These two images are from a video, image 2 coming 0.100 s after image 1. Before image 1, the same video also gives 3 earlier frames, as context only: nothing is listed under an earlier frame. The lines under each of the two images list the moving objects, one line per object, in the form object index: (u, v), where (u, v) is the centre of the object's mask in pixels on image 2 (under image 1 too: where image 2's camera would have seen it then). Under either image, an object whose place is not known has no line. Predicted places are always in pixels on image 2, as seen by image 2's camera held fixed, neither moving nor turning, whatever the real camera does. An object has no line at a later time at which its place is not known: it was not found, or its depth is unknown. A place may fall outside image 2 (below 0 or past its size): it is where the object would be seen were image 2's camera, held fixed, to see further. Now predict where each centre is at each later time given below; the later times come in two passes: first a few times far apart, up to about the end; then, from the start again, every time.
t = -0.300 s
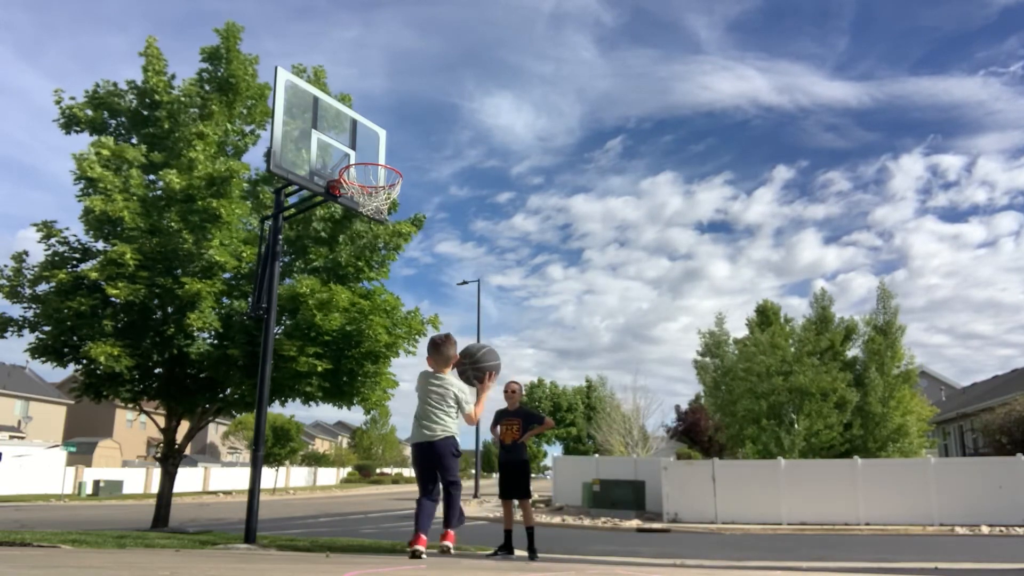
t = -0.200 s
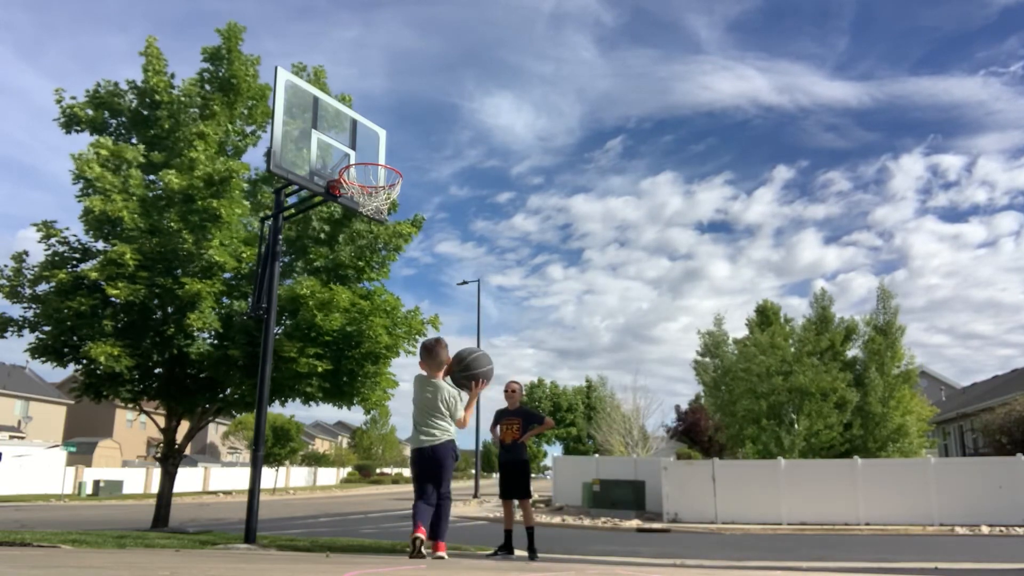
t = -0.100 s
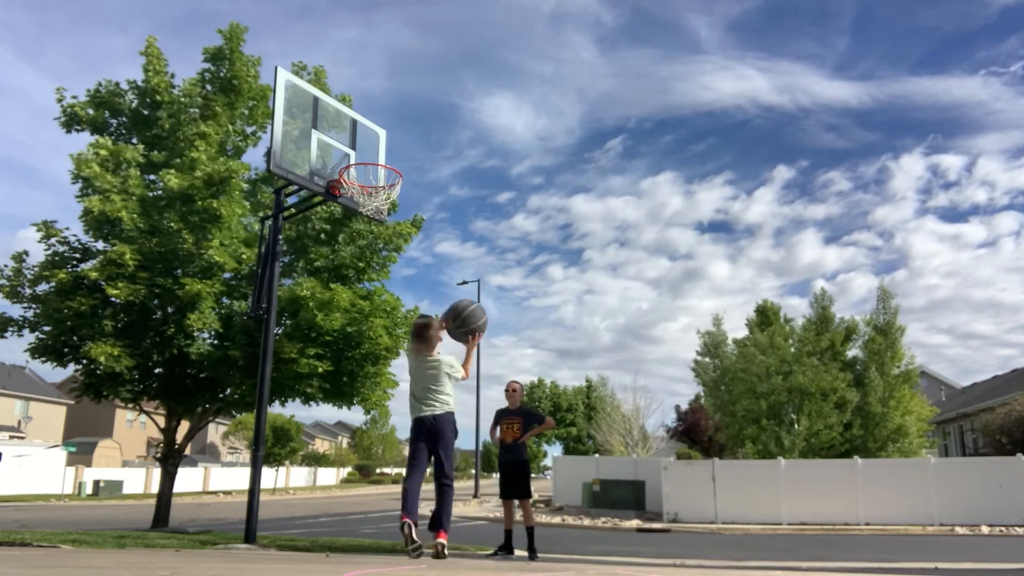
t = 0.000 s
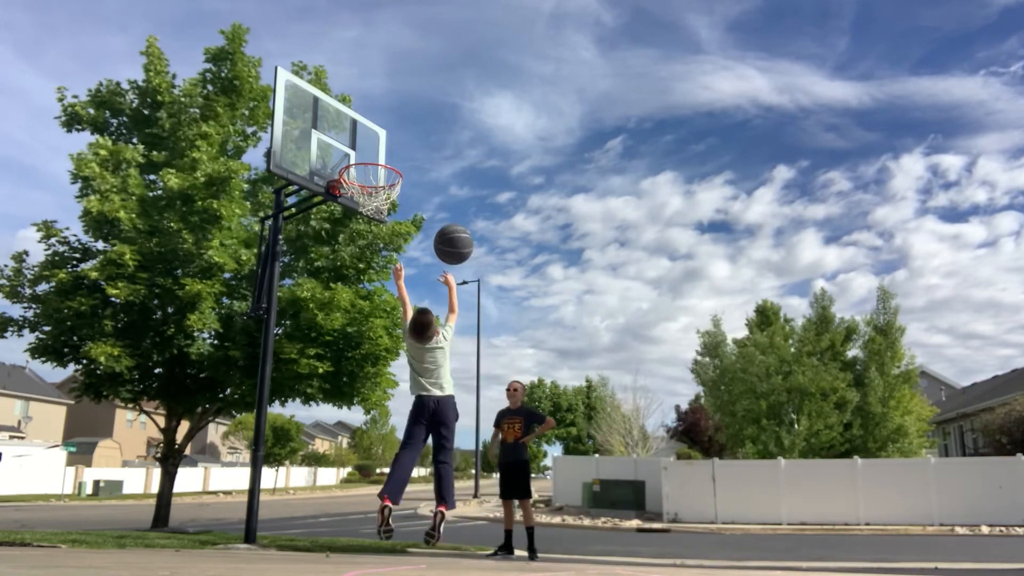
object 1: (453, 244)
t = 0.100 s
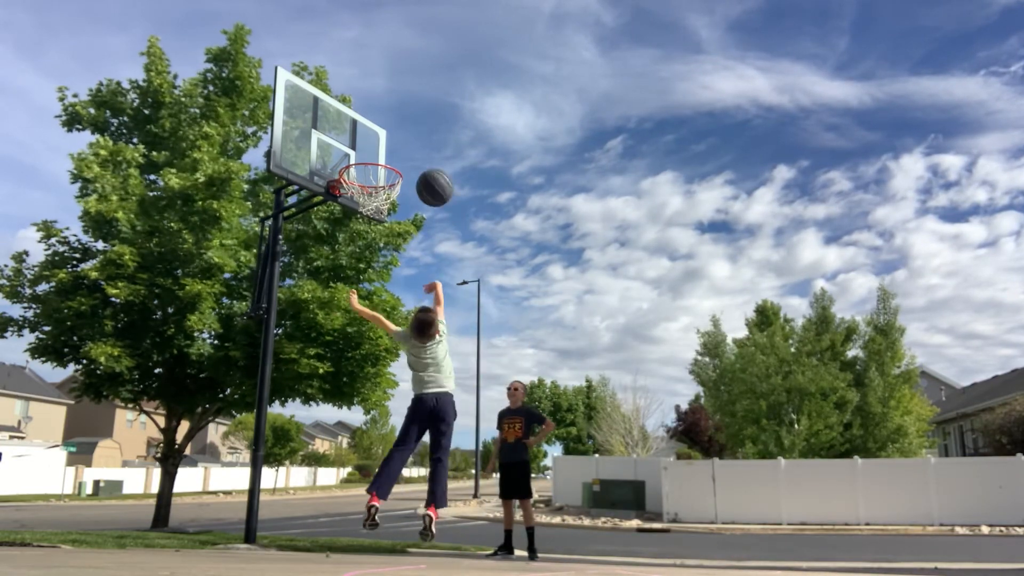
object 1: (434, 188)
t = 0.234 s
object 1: (413, 145)
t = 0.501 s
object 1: (376, 137)
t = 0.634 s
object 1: (358, 162)
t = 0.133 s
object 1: (429, 174)
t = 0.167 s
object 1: (423, 162)
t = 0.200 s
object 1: (418, 152)
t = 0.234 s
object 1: (413, 145)
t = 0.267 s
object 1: (408, 138)
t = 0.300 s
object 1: (403, 134)
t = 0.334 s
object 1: (398, 131)
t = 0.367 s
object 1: (394, 129)
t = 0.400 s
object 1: (389, 129)
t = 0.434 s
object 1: (385, 130)
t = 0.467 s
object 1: (380, 133)
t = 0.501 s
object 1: (376, 137)
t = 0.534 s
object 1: (372, 141)
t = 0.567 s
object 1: (367, 148)
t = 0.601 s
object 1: (362, 154)
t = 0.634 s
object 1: (358, 162)
